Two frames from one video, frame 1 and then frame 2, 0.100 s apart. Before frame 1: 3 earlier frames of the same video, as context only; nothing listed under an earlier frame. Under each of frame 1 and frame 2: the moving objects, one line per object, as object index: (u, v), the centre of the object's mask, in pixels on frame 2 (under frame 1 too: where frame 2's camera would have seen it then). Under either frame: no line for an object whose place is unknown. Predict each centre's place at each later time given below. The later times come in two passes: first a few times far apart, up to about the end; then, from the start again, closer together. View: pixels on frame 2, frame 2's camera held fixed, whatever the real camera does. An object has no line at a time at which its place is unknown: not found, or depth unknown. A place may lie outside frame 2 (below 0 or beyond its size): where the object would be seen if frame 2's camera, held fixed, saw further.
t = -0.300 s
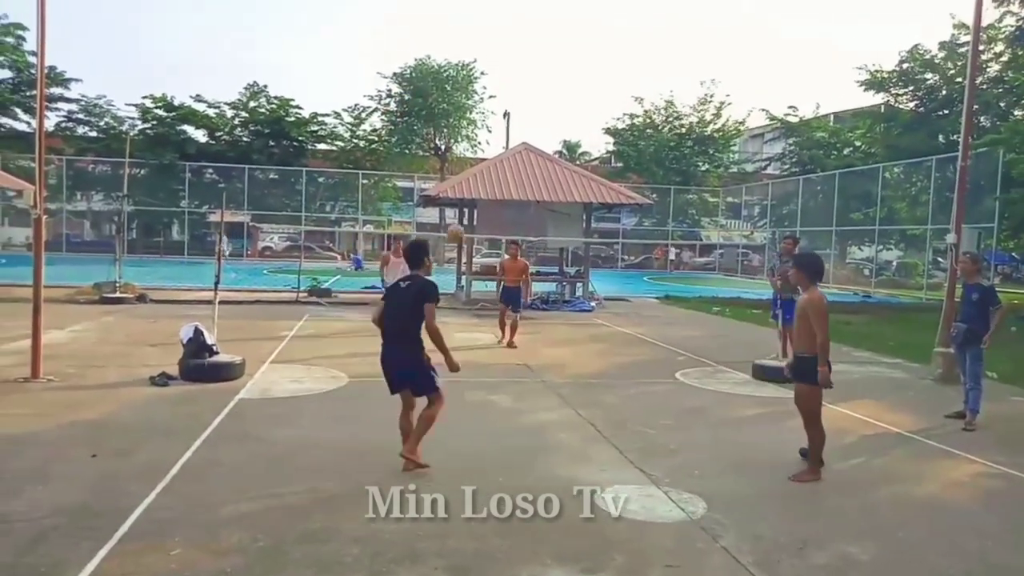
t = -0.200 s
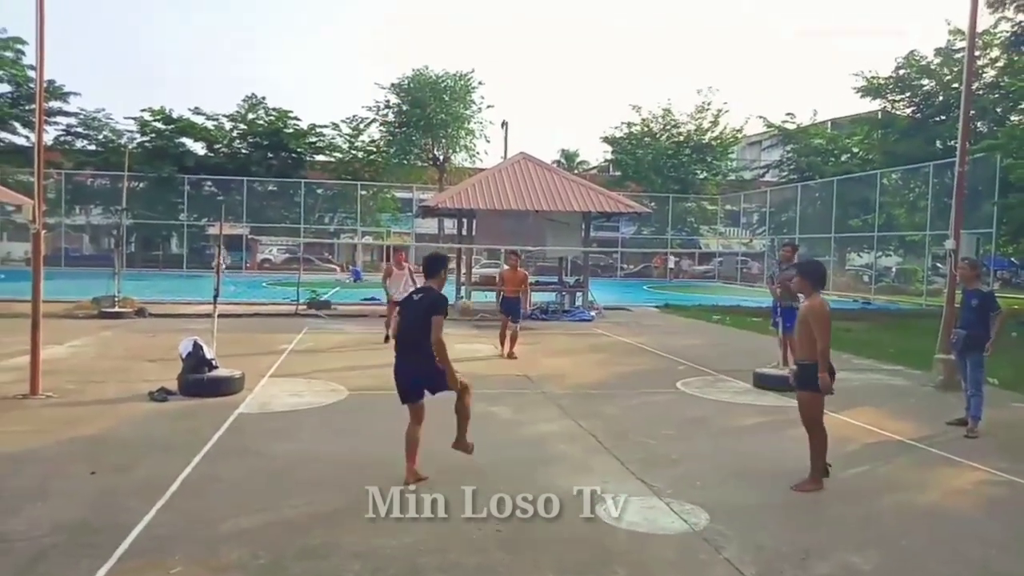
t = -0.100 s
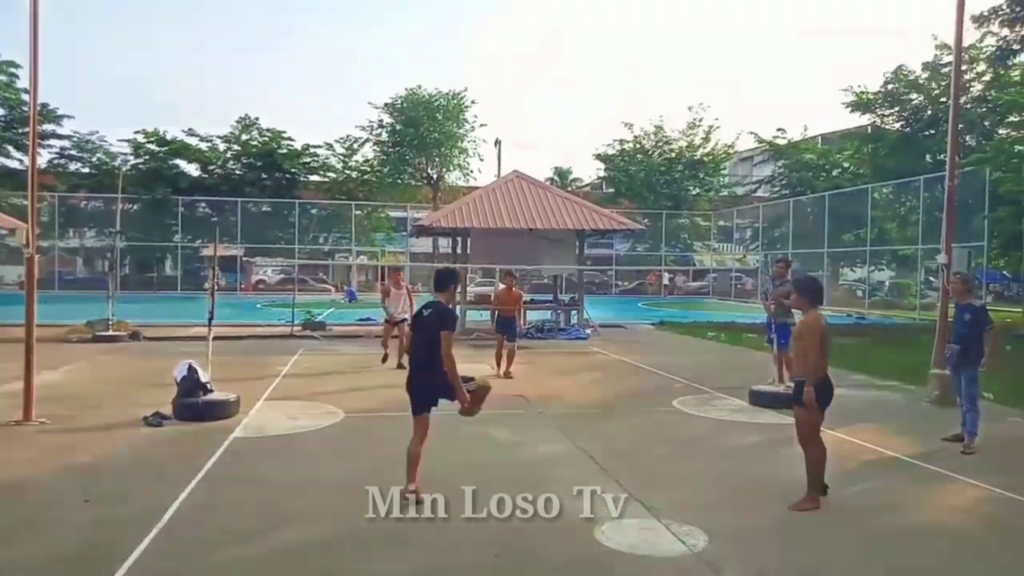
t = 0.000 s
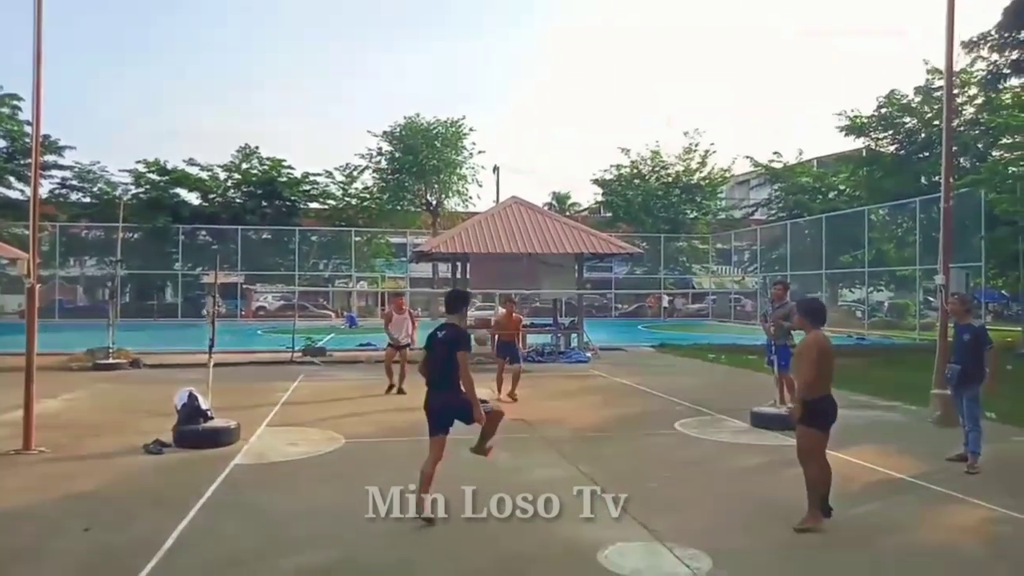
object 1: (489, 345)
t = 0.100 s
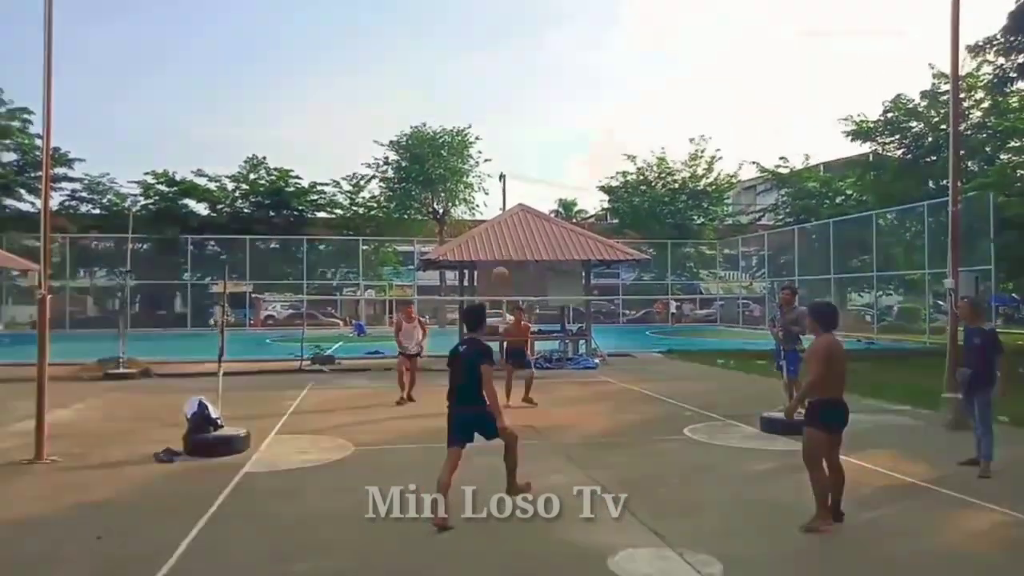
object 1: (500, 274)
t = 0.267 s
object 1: (515, 192)
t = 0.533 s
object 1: (540, 136)
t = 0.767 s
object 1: (558, 153)
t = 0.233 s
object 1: (511, 205)
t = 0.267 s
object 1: (515, 192)
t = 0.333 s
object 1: (522, 170)
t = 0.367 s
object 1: (526, 161)
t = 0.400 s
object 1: (529, 153)
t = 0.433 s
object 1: (532, 146)
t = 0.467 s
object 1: (534, 142)
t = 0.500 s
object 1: (537, 138)
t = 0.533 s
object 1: (540, 136)
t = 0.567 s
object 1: (543, 135)
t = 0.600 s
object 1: (545, 135)
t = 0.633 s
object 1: (547, 136)
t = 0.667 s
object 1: (549, 139)
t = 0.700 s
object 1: (552, 142)
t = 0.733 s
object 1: (555, 147)
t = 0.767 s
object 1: (558, 153)
